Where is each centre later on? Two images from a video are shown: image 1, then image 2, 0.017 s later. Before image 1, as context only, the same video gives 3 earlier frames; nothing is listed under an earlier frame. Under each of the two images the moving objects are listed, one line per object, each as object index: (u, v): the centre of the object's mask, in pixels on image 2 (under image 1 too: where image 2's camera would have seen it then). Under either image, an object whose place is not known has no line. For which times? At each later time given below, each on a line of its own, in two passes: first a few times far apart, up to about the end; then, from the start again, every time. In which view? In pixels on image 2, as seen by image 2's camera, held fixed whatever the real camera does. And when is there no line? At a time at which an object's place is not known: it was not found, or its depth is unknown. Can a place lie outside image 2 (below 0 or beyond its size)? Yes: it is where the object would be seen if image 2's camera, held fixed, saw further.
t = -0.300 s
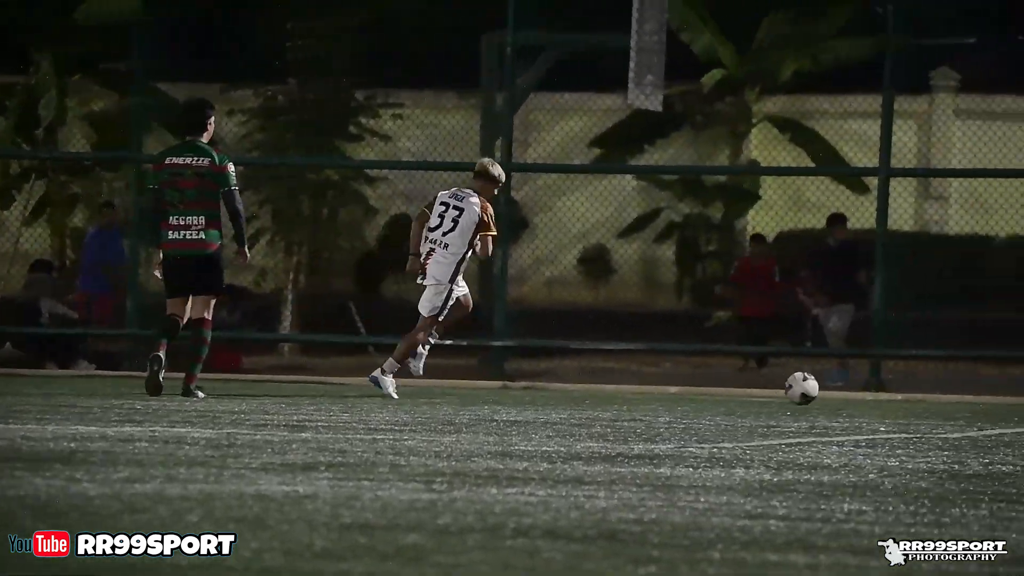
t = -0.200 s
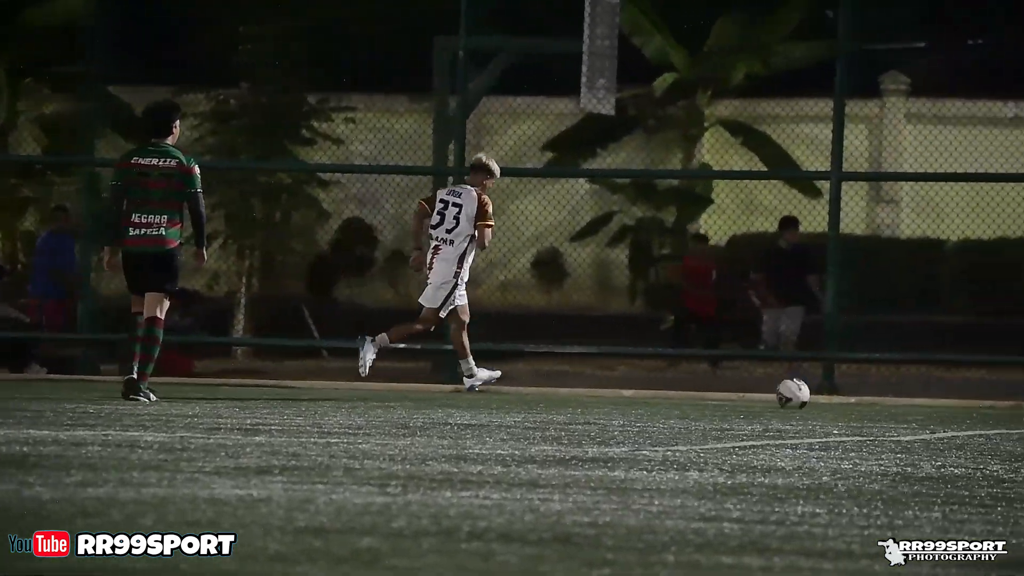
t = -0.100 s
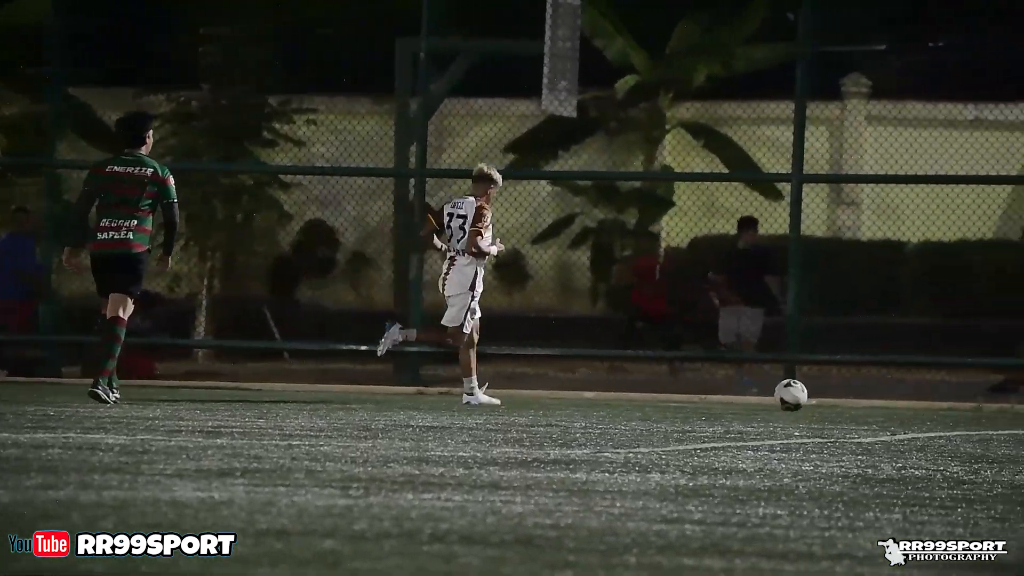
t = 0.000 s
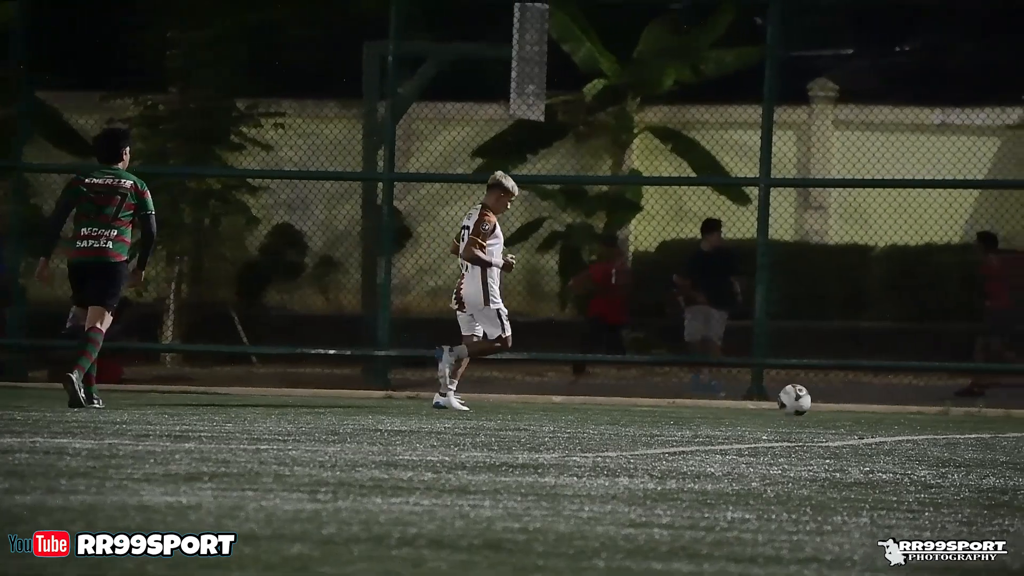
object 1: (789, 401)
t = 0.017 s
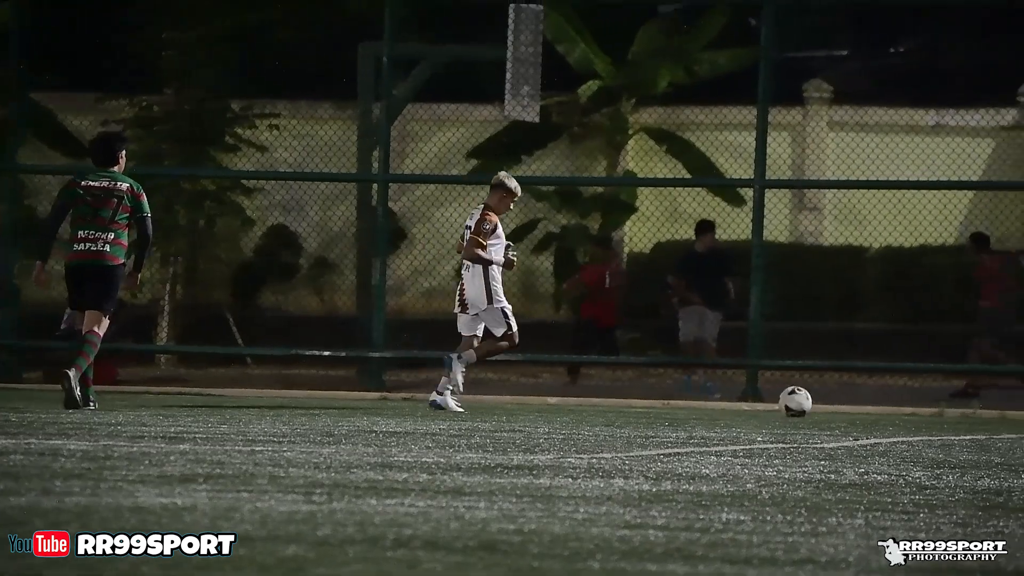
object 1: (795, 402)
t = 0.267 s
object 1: (878, 405)
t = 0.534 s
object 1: (961, 413)
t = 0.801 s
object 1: (1040, 417)
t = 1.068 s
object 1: (1113, 425)
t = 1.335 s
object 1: (1181, 431)
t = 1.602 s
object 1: (1242, 435)
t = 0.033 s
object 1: (801, 403)
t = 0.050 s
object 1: (807, 403)
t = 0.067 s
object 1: (812, 403)
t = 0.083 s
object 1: (818, 403)
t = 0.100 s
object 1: (824, 404)
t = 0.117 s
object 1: (830, 404)
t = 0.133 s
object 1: (836, 404)
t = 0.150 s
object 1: (841, 404)
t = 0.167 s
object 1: (846, 404)
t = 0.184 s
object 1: (851, 405)
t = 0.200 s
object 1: (857, 405)
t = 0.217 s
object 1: (862, 405)
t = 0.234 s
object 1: (867, 405)
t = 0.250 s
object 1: (873, 405)
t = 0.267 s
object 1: (878, 405)
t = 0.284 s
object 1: (883, 406)
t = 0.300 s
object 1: (888, 406)
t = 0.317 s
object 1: (893, 406)
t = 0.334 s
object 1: (899, 407)
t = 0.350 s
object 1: (904, 408)
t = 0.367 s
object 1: (909, 408)
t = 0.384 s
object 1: (915, 409)
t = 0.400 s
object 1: (919, 409)
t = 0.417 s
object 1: (925, 410)
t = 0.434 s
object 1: (929, 411)
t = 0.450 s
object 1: (935, 410)
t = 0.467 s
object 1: (940, 411)
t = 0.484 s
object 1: (945, 412)
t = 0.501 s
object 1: (951, 412)
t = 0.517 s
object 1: (957, 412)
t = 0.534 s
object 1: (961, 413)
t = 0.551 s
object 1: (966, 413)
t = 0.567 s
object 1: (971, 413)
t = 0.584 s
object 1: (976, 413)
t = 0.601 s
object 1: (982, 413)
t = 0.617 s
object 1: (987, 414)
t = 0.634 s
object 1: (992, 413)
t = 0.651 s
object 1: (997, 414)
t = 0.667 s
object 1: (1002, 414)
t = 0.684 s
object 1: (1006, 415)
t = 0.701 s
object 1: (1011, 415)
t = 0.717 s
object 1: (1016, 415)
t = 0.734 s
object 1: (1021, 415)
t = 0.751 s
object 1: (1025, 416)
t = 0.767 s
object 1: (1029, 417)
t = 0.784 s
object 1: (1035, 417)
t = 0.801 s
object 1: (1040, 417)
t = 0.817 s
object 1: (1044, 418)
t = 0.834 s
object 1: (1049, 418)
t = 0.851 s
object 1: (1054, 418)
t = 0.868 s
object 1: (1058, 419)
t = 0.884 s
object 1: (1063, 419)
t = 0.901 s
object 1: (1067, 420)
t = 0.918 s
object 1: (1072, 420)
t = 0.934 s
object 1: (1077, 420)
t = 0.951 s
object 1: (1082, 421)
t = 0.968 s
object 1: (1086, 421)
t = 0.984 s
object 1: (1090, 422)
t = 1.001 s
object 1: (1095, 422)
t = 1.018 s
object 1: (1099, 422)
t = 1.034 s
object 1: (1104, 423)
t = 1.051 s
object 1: (1109, 424)
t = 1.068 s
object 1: (1113, 425)
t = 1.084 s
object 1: (1117, 425)
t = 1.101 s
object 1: (1122, 425)
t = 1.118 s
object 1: (1126, 425)
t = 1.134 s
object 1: (1131, 427)
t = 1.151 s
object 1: (1136, 427)
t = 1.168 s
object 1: (1139, 427)
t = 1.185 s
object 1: (1143, 428)
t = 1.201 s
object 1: (1148, 429)
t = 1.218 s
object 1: (1152, 429)
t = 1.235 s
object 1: (1156, 430)
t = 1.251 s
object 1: (1161, 430)
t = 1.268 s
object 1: (1166, 430)
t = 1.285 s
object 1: (1170, 430)
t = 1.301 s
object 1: (1173, 431)
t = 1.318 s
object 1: (1177, 431)
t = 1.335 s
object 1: (1181, 431)
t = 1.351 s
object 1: (1185, 431)
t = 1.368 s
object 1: (1189, 432)
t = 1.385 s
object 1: (1193, 432)
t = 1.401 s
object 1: (1197, 433)
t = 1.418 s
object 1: (1201, 433)
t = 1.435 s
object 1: (1206, 433)
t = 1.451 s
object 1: (1210, 434)
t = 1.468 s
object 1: (1213, 434)
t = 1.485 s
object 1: (1218, 435)
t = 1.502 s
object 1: (1221, 435)
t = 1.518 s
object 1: (1224, 435)
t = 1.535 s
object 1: (1228, 435)
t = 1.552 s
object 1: (1232, 435)
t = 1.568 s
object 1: (1235, 436)
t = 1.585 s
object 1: (1239, 436)
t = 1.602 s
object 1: (1242, 435)
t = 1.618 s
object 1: (1246, 436)
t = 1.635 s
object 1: (1250, 436)
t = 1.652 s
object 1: (1254, 436)
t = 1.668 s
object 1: (1257, 437)
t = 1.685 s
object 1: (1260, 437)
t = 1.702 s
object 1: (1263, 437)
